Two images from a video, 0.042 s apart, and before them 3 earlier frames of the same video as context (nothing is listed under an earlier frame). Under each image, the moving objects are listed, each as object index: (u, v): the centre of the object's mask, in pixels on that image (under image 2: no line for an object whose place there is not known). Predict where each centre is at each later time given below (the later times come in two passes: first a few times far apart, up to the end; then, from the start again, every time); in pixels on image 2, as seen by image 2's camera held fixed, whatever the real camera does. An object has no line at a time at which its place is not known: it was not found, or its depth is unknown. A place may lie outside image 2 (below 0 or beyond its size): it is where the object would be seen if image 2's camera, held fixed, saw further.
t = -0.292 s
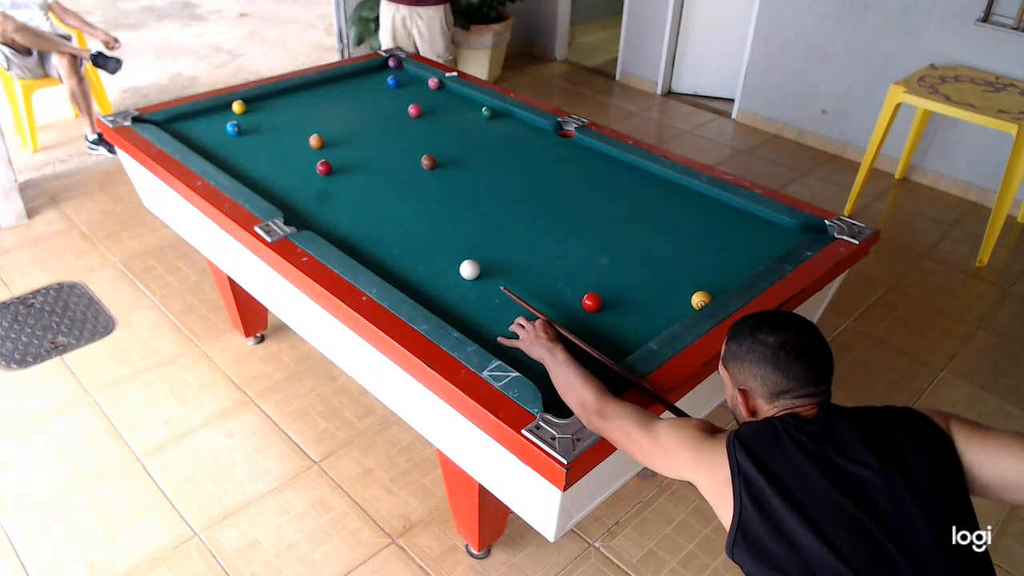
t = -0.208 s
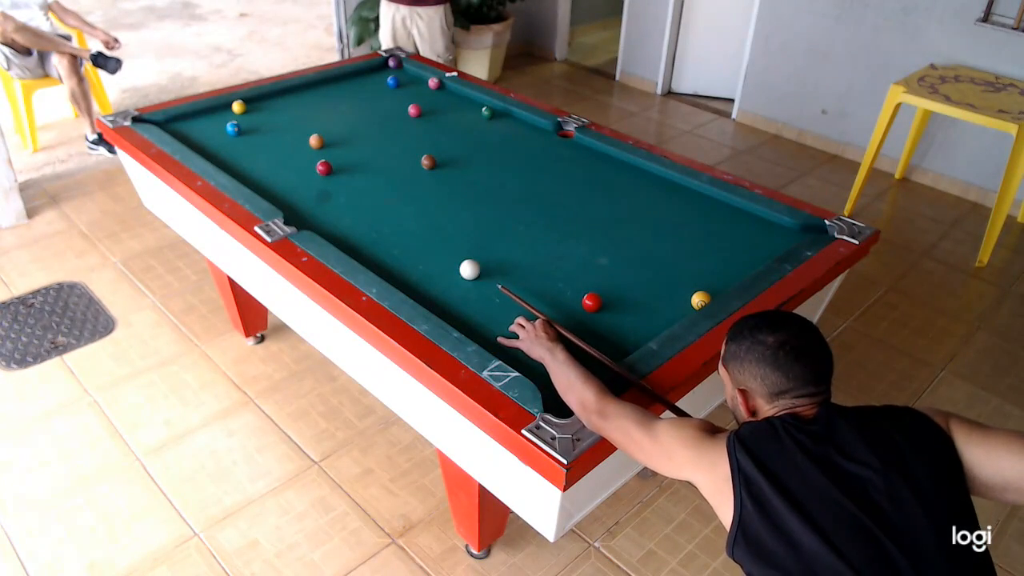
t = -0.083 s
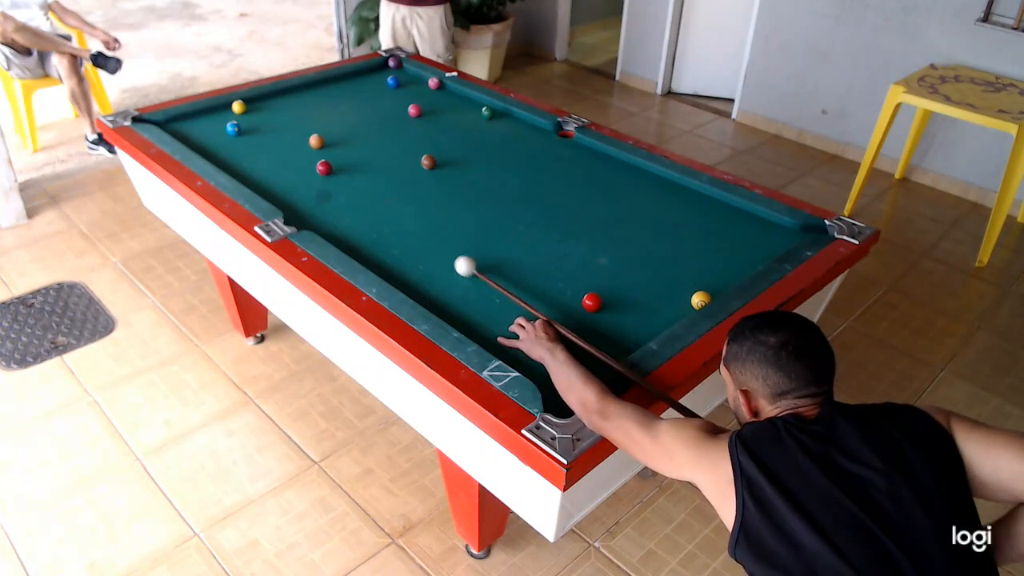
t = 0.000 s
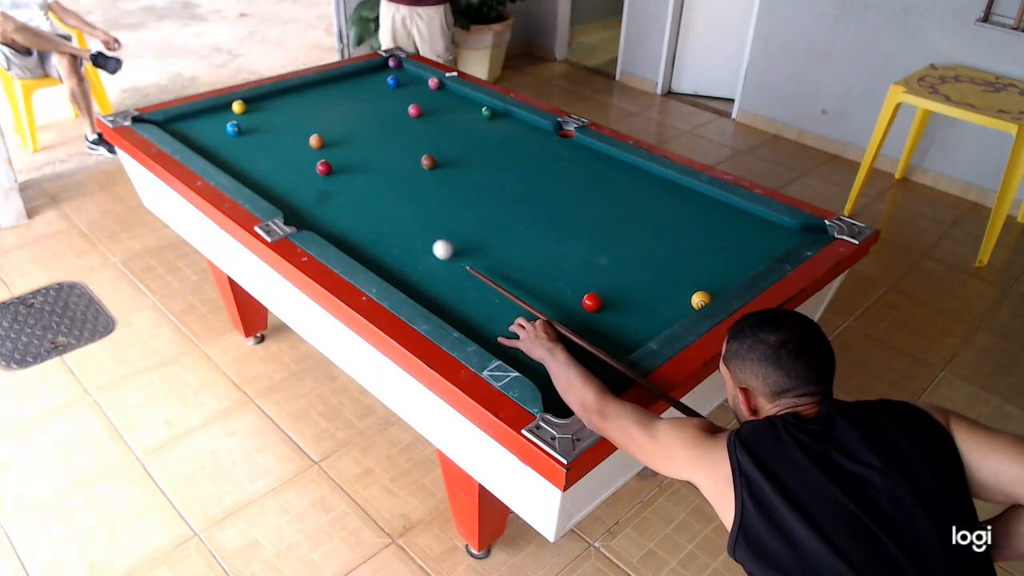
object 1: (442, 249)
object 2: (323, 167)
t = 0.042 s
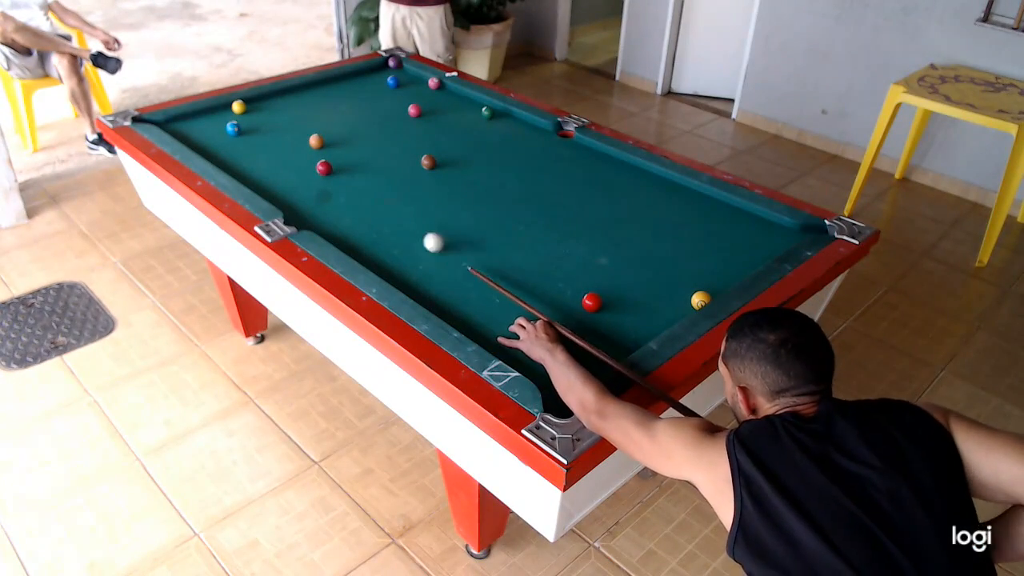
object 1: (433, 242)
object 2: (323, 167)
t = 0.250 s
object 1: (391, 210)
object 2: (323, 167)
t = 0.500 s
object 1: (347, 177)
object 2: (323, 167)
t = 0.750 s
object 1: (337, 156)
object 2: (290, 159)
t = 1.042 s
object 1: (336, 136)
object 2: (247, 148)
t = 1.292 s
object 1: (334, 122)
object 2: (213, 139)
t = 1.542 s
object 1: (333, 109)
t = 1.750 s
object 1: (332, 99)
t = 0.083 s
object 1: (424, 235)
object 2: (323, 167)
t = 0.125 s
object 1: (415, 229)
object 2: (323, 167)
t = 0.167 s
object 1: (406, 222)
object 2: (323, 167)
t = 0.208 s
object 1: (398, 216)
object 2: (323, 167)
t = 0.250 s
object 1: (391, 210)
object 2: (323, 167)
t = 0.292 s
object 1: (383, 204)
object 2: (323, 167)
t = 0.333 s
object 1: (375, 198)
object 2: (323, 167)
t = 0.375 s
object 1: (368, 193)
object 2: (323, 167)
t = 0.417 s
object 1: (361, 187)
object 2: (323, 167)
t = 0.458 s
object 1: (354, 182)
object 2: (323, 167)
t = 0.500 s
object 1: (347, 177)
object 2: (323, 167)
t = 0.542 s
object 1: (340, 172)
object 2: (323, 167)
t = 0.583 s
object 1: (338, 168)
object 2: (319, 166)
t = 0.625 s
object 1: (338, 165)
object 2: (310, 164)
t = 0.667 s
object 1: (338, 162)
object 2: (302, 162)
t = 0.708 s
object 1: (338, 159)
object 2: (296, 160)
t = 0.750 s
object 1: (337, 156)
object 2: (290, 159)
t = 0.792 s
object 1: (337, 153)
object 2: (283, 157)
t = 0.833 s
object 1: (337, 150)
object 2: (276, 156)
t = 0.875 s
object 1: (336, 147)
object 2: (270, 154)
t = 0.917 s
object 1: (336, 144)
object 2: (264, 152)
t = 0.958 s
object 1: (336, 141)
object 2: (259, 151)
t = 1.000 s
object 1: (336, 139)
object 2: (253, 149)
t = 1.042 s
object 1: (336, 136)
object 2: (247, 148)
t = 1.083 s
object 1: (335, 134)
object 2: (241, 147)
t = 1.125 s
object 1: (335, 131)
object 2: (235, 145)
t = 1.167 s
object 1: (335, 129)
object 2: (230, 144)
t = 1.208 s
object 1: (335, 126)
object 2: (224, 142)
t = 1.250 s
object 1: (334, 124)
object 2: (219, 141)
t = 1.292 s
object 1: (334, 122)
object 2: (213, 139)
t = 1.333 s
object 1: (334, 119)
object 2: (208, 138)
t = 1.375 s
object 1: (334, 117)
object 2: (203, 137)
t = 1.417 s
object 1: (334, 115)
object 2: (198, 135)
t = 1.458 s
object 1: (333, 113)
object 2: (192, 134)
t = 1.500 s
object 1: (333, 111)
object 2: (187, 133)
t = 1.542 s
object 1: (333, 109)
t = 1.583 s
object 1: (333, 107)
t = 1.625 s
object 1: (333, 105)
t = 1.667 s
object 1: (332, 103)
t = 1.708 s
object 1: (332, 101)
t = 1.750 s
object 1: (332, 99)
